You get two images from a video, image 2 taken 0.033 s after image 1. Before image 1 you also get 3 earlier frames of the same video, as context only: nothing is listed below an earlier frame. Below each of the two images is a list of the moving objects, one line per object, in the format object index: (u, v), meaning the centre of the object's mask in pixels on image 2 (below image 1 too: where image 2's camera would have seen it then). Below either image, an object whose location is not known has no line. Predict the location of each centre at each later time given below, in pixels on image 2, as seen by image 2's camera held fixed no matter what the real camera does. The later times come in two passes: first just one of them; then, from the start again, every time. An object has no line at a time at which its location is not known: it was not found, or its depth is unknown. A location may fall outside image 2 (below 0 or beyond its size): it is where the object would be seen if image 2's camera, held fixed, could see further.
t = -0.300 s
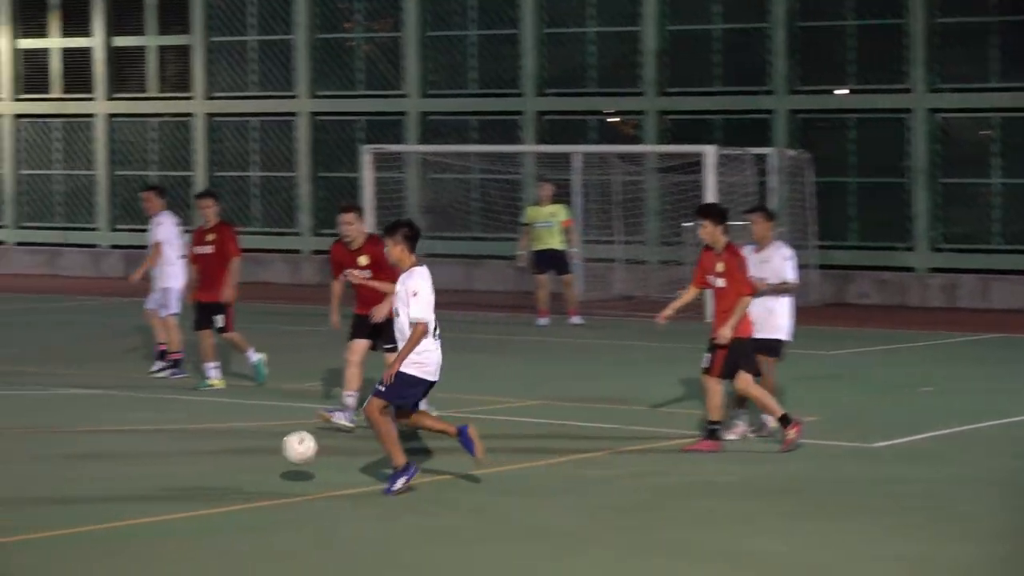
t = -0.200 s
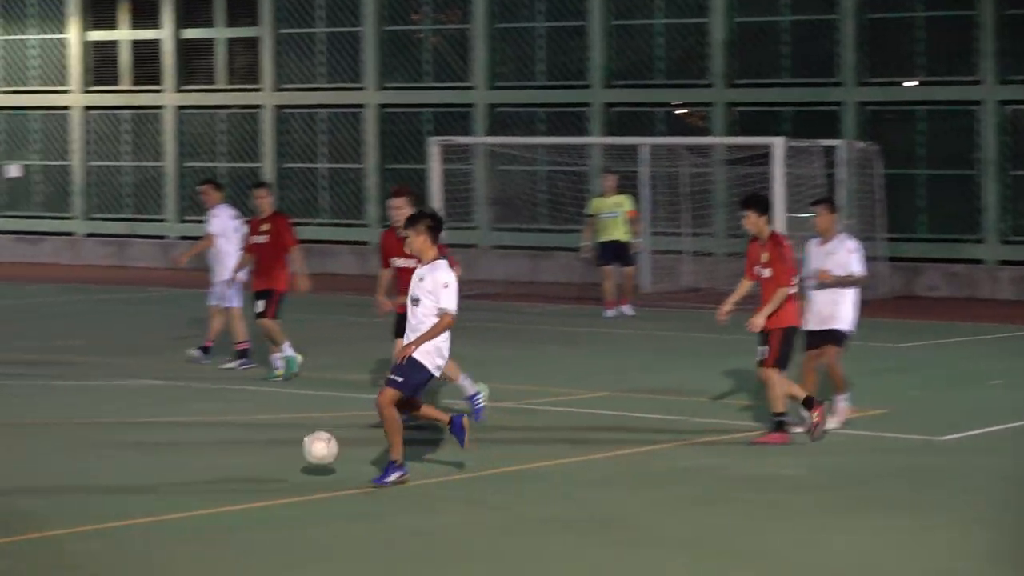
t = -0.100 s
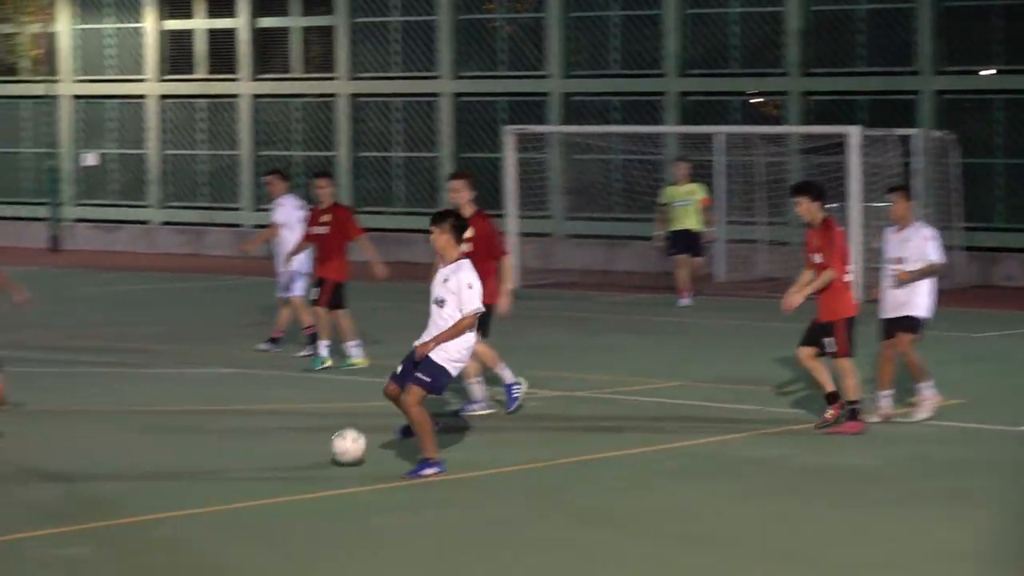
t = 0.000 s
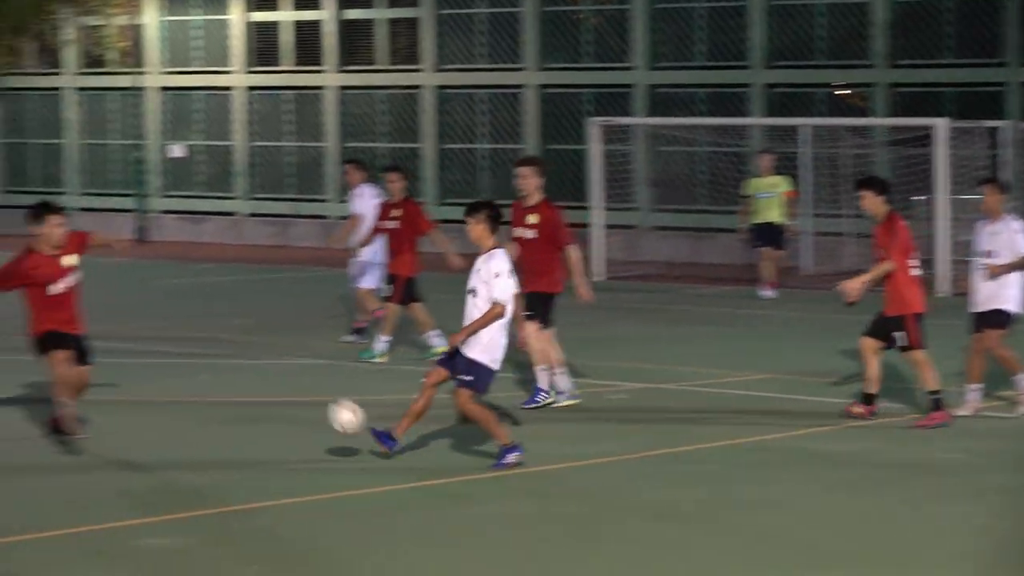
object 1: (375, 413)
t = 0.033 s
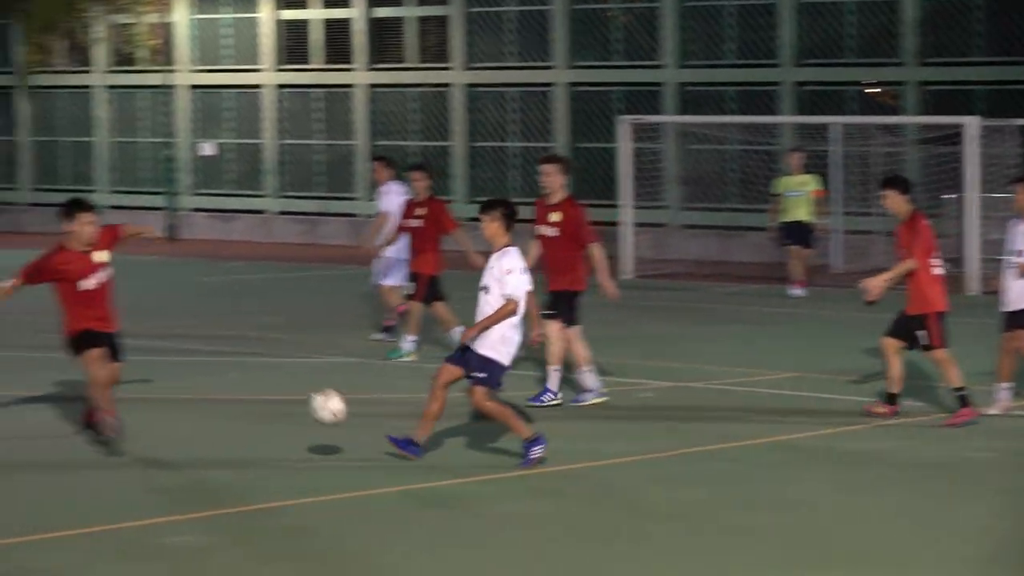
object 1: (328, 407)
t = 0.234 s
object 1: (17, 407)
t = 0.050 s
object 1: (305, 404)
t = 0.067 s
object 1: (281, 401)
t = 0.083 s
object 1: (258, 400)
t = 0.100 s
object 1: (234, 398)
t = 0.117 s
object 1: (209, 398)
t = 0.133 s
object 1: (184, 398)
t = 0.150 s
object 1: (157, 398)
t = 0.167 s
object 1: (129, 399)
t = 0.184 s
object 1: (101, 400)
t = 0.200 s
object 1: (74, 402)
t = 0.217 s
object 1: (47, 404)
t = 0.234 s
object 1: (17, 407)
